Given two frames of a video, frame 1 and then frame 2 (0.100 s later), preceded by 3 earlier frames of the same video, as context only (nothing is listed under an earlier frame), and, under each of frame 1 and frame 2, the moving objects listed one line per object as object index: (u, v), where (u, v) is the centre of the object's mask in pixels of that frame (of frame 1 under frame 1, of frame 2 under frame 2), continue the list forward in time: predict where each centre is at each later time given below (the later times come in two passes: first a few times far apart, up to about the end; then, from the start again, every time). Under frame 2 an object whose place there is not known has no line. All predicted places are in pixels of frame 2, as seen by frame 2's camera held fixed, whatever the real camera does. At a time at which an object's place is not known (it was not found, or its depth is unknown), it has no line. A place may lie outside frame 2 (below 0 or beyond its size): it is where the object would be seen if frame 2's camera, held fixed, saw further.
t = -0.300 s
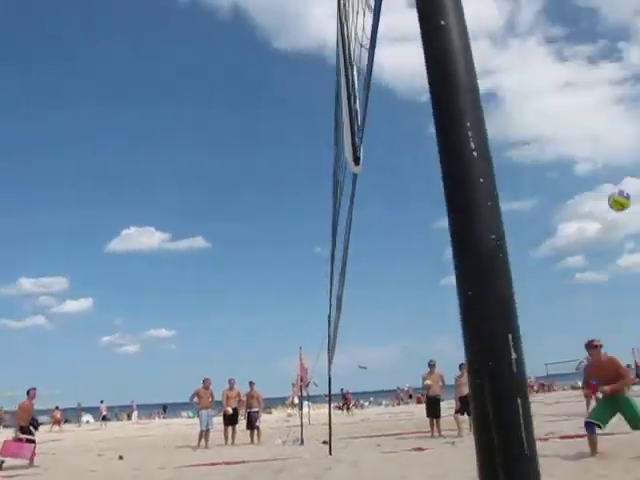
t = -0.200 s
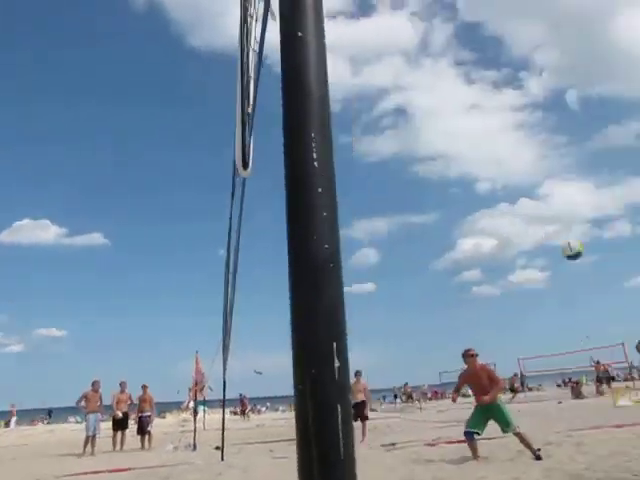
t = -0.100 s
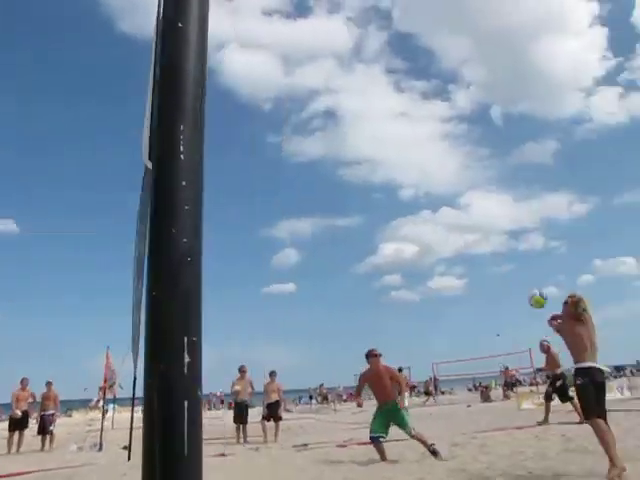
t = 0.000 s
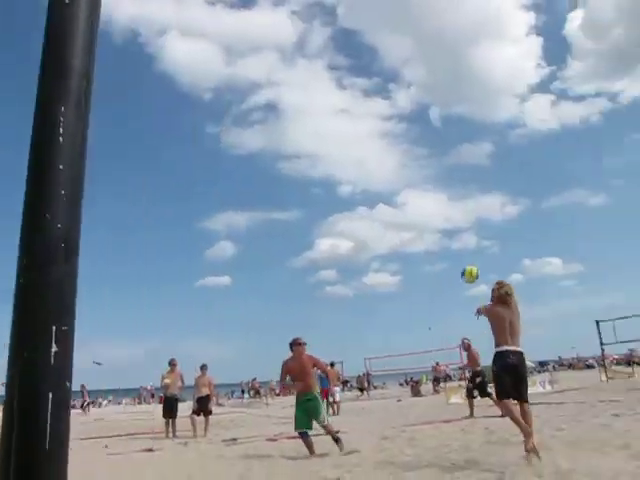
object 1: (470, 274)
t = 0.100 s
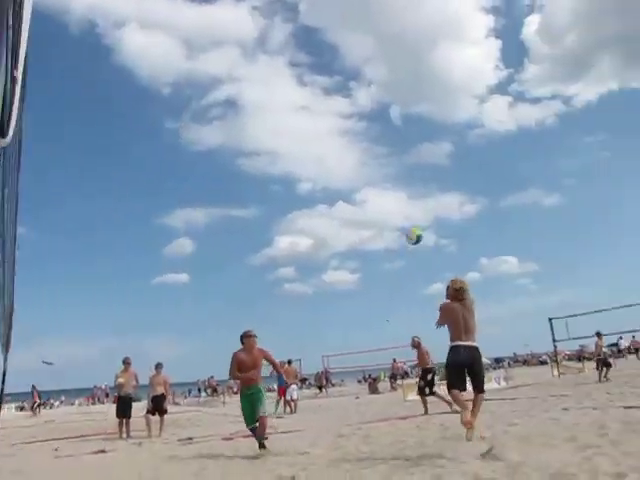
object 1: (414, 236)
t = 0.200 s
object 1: (403, 210)
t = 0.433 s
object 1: (385, 180)
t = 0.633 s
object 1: (374, 183)
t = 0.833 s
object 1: (364, 214)
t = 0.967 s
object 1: (359, 249)
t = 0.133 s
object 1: (410, 227)
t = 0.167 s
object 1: (406, 218)
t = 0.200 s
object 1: (403, 210)
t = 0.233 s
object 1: (400, 203)
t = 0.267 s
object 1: (397, 197)
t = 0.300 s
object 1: (394, 192)
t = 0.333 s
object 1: (392, 187)
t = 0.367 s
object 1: (390, 184)
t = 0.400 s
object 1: (387, 181)
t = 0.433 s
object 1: (385, 180)
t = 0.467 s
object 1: (383, 179)
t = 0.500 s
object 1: (381, 178)
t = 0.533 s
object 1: (378, 178)
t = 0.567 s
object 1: (377, 179)
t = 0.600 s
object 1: (375, 180)
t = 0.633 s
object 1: (374, 183)
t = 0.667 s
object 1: (372, 186)
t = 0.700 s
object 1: (370, 190)
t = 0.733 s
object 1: (369, 195)
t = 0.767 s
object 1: (368, 200)
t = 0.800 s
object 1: (366, 207)
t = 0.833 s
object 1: (364, 214)
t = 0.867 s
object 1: (363, 221)
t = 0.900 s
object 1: (362, 230)
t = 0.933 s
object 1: (361, 239)
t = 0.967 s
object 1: (359, 249)
